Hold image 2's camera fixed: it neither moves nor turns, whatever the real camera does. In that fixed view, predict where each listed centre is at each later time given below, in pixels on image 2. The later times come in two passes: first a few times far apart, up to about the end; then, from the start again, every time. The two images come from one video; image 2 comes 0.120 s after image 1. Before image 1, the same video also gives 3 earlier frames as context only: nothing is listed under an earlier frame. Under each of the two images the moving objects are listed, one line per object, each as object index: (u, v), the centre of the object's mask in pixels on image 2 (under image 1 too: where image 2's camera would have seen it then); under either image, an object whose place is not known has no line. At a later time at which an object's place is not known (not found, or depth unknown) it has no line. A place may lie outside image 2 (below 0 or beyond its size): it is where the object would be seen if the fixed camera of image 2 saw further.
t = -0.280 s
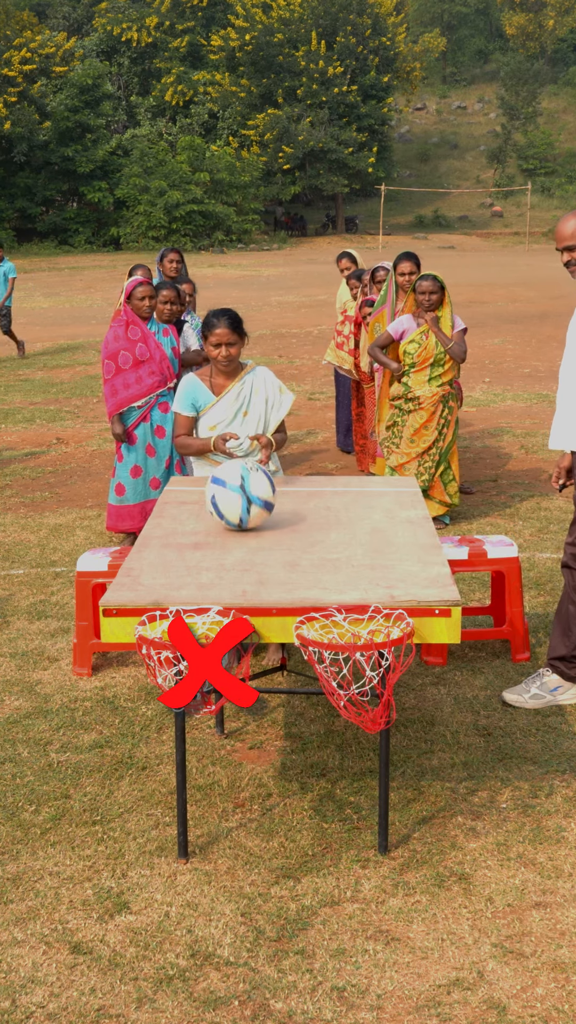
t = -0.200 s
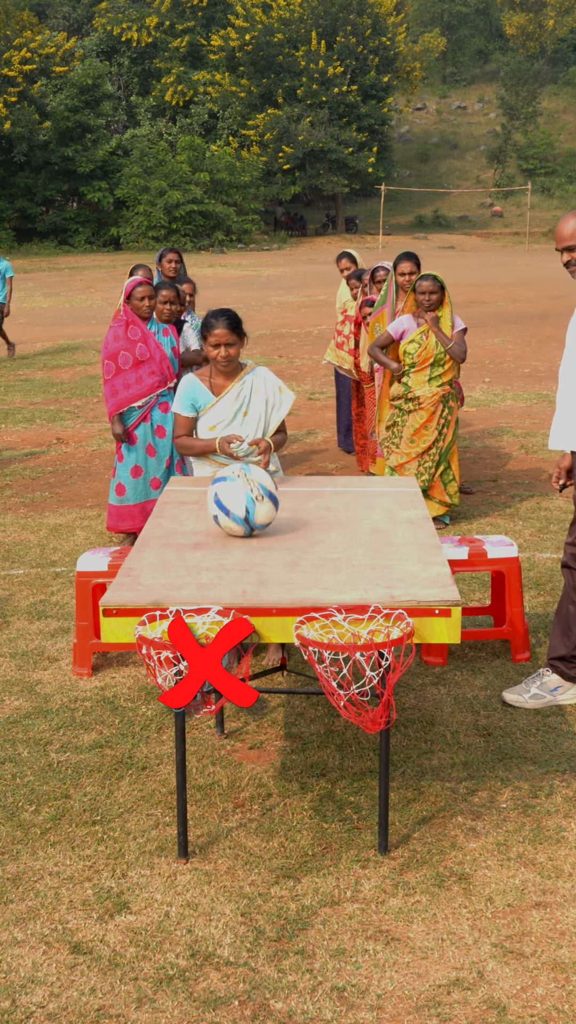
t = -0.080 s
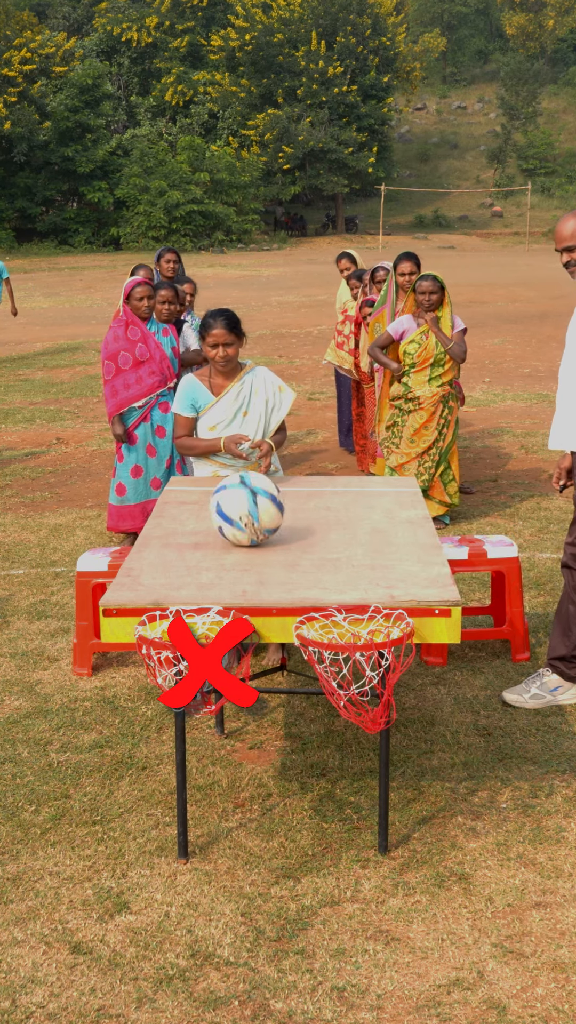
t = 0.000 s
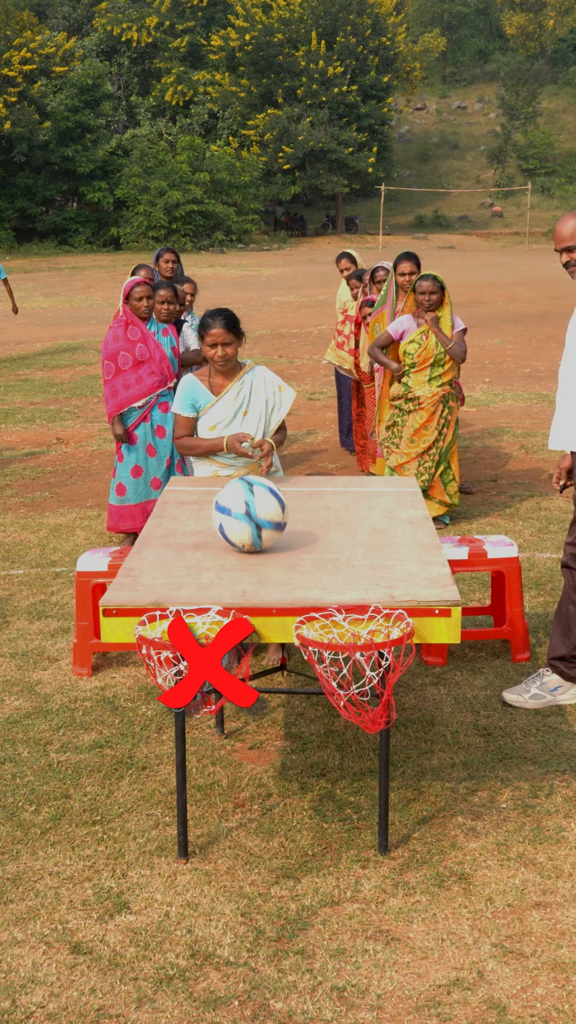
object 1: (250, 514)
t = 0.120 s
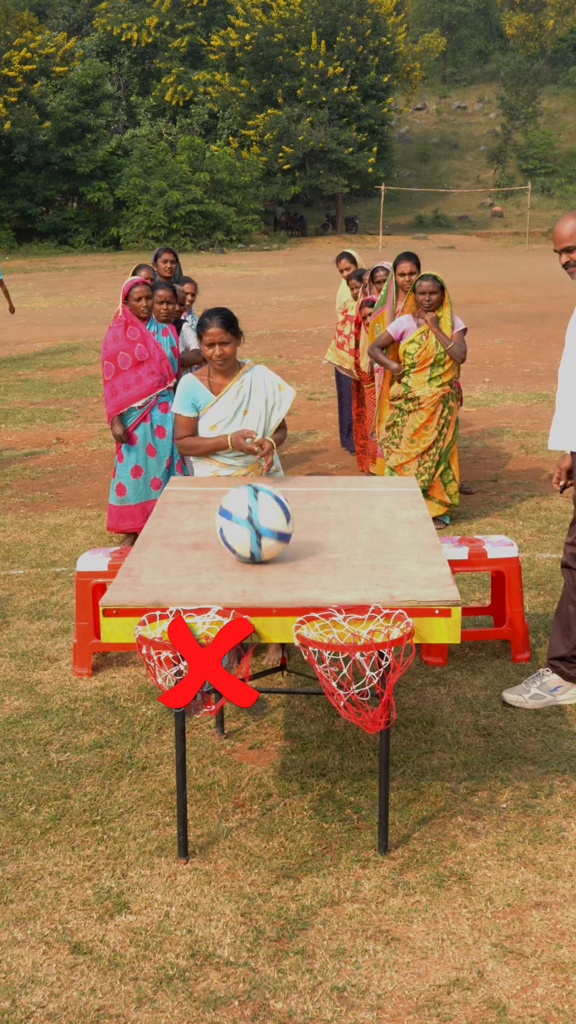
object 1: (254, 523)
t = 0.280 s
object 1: (263, 536)
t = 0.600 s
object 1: (284, 563)
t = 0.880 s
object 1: (285, 611)
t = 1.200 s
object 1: (262, 945)
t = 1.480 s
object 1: (234, 843)
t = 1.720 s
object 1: (205, 986)
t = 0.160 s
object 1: (257, 526)
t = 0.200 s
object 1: (258, 529)
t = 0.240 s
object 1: (261, 533)
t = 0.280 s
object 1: (263, 536)
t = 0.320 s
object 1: (265, 539)
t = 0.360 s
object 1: (268, 542)
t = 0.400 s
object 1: (270, 546)
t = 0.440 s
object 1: (273, 549)
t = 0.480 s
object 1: (275, 552)
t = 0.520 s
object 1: (279, 555)
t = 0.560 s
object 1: (281, 558)
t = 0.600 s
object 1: (284, 563)
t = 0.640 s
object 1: (287, 572)
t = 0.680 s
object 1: (289, 577)
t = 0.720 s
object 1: (288, 580)
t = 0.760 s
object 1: (288, 587)
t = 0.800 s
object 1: (288, 595)
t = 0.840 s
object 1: (288, 601)
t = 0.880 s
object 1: (285, 611)
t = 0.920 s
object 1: (284, 627)
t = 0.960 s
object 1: (281, 651)
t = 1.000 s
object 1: (279, 681)
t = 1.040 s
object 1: (276, 720)
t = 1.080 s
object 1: (271, 763)
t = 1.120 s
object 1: (268, 815)
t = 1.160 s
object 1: (264, 875)
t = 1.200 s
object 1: (262, 945)
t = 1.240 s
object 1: (259, 947)
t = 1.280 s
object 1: (255, 915)
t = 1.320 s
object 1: (251, 888)
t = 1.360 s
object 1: (246, 868)
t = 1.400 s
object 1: (243, 853)
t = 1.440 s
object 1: (238, 845)
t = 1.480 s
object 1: (234, 843)
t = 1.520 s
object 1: (229, 849)
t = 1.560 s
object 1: (224, 863)
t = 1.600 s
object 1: (219, 886)
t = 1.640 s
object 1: (214, 917)
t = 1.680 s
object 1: (210, 958)
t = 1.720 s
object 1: (205, 986)
